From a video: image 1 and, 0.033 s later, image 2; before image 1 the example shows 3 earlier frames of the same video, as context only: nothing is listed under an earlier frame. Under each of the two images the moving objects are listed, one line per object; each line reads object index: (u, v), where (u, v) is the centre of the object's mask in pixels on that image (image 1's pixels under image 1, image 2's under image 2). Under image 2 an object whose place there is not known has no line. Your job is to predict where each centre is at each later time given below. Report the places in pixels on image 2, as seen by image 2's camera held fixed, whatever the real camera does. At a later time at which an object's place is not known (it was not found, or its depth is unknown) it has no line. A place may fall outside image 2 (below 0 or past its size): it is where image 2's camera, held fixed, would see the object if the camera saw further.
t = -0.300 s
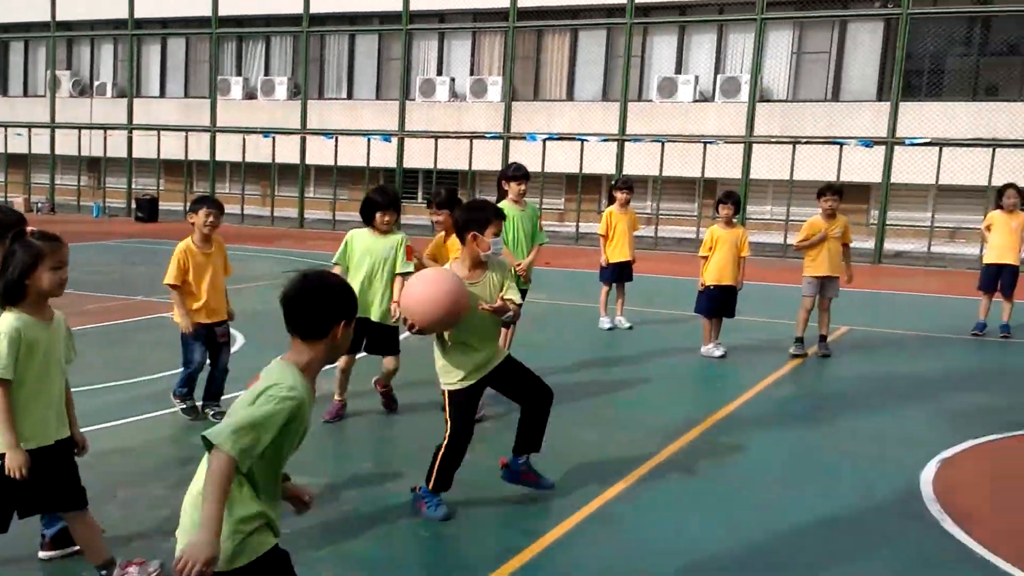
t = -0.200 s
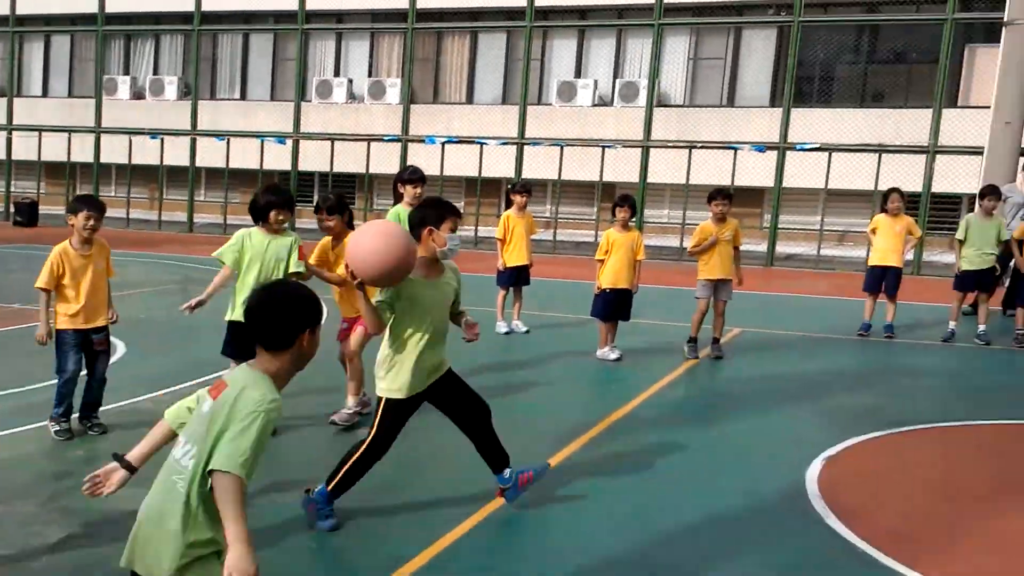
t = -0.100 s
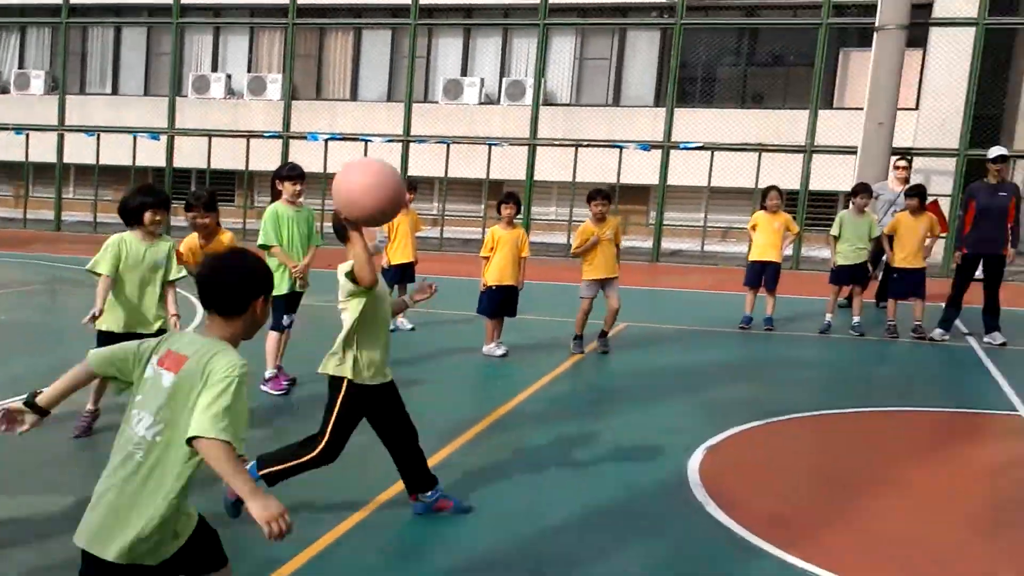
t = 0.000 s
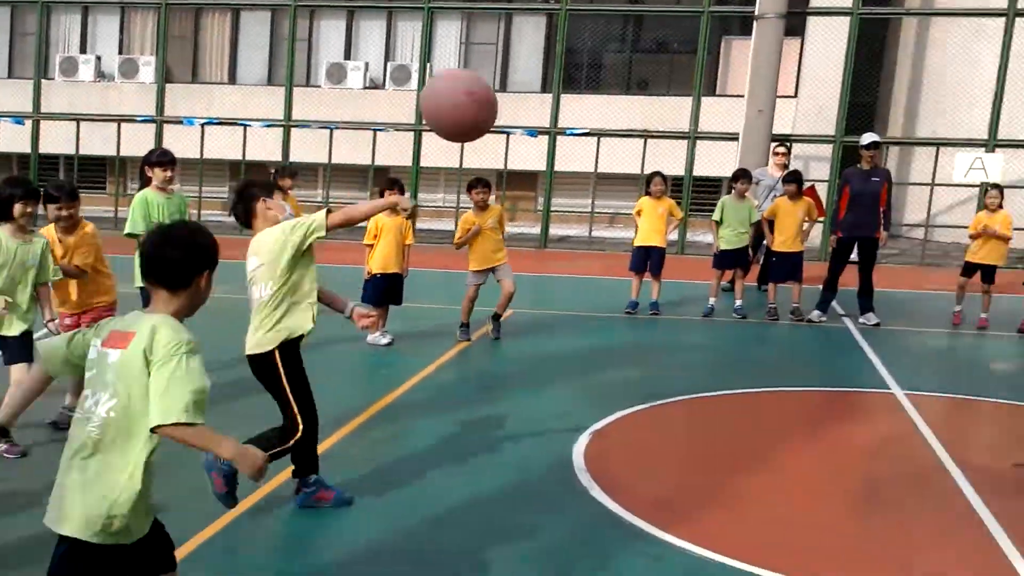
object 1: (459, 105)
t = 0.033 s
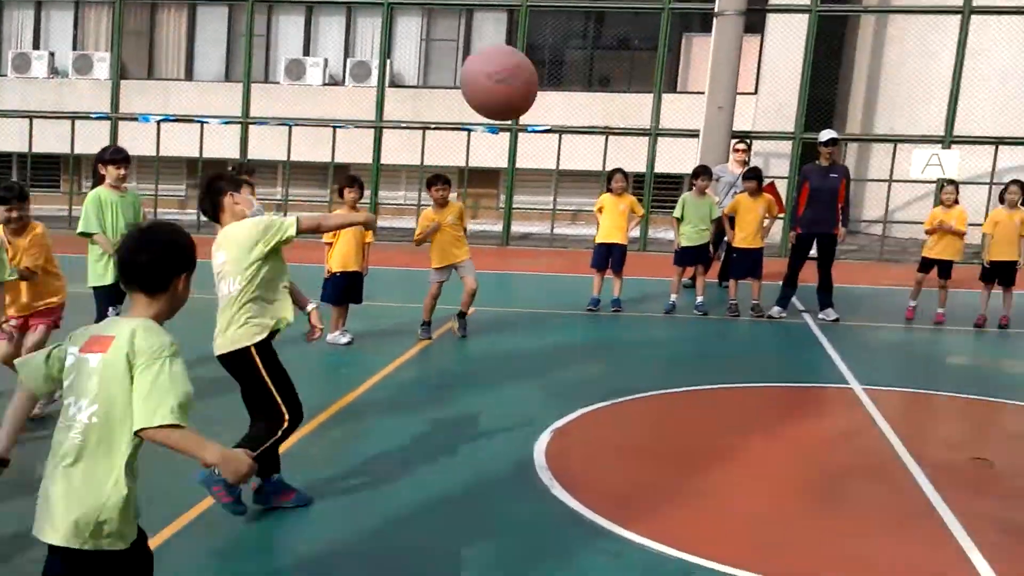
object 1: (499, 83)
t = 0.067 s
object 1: (580, 67)
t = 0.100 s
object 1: (662, 53)
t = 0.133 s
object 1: (745, 45)
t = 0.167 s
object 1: (827, 37)
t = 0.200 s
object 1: (913, 34)
